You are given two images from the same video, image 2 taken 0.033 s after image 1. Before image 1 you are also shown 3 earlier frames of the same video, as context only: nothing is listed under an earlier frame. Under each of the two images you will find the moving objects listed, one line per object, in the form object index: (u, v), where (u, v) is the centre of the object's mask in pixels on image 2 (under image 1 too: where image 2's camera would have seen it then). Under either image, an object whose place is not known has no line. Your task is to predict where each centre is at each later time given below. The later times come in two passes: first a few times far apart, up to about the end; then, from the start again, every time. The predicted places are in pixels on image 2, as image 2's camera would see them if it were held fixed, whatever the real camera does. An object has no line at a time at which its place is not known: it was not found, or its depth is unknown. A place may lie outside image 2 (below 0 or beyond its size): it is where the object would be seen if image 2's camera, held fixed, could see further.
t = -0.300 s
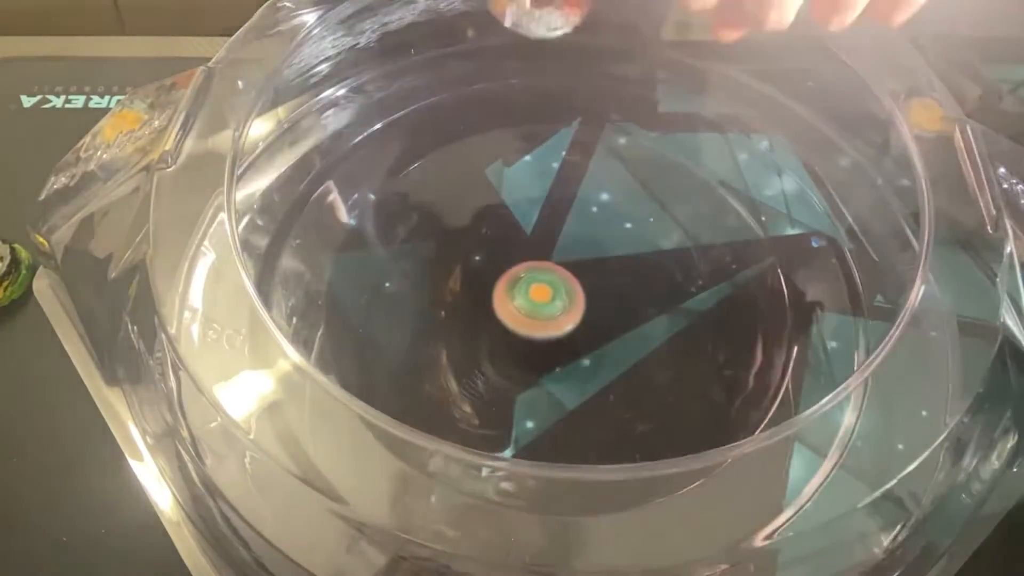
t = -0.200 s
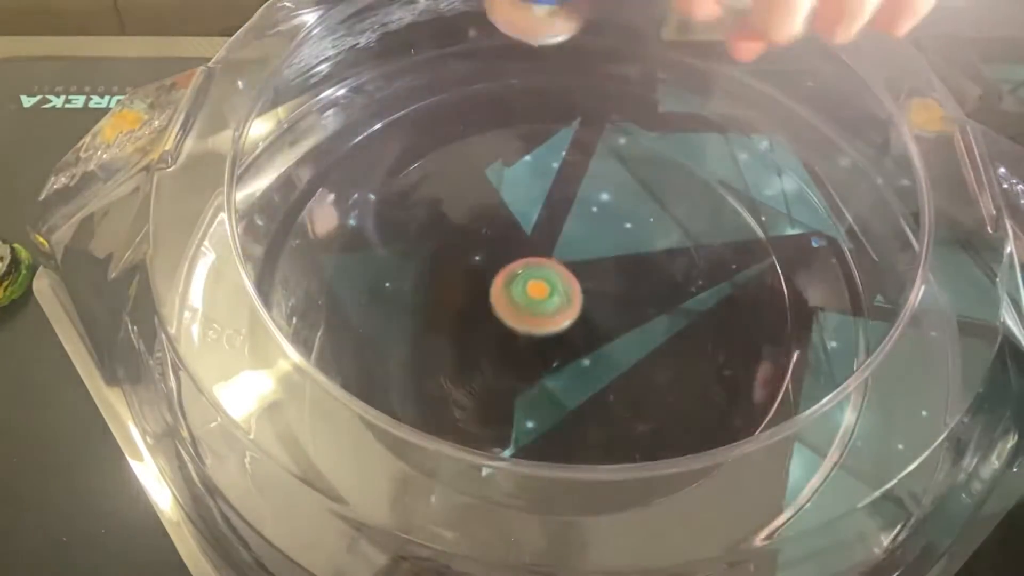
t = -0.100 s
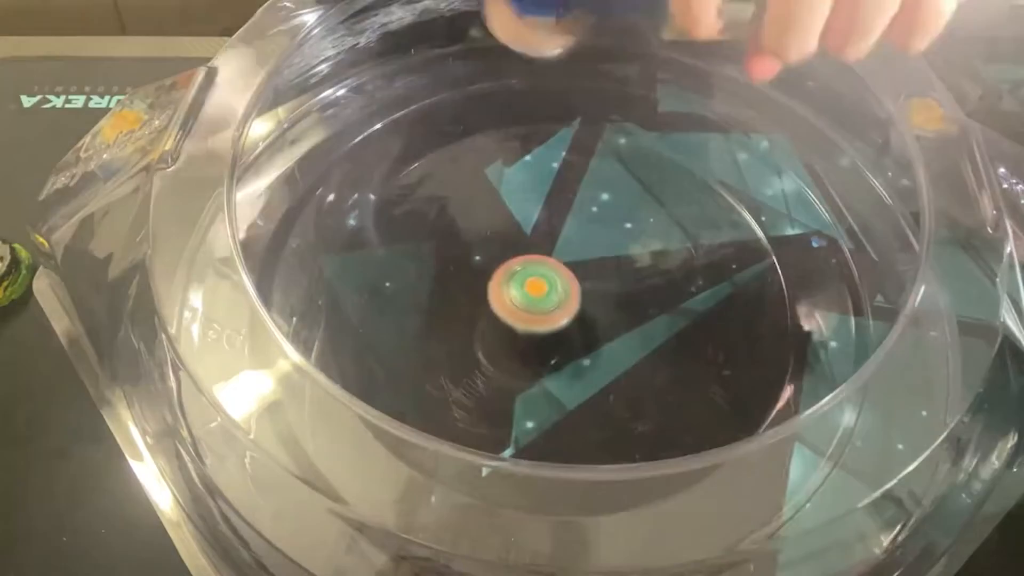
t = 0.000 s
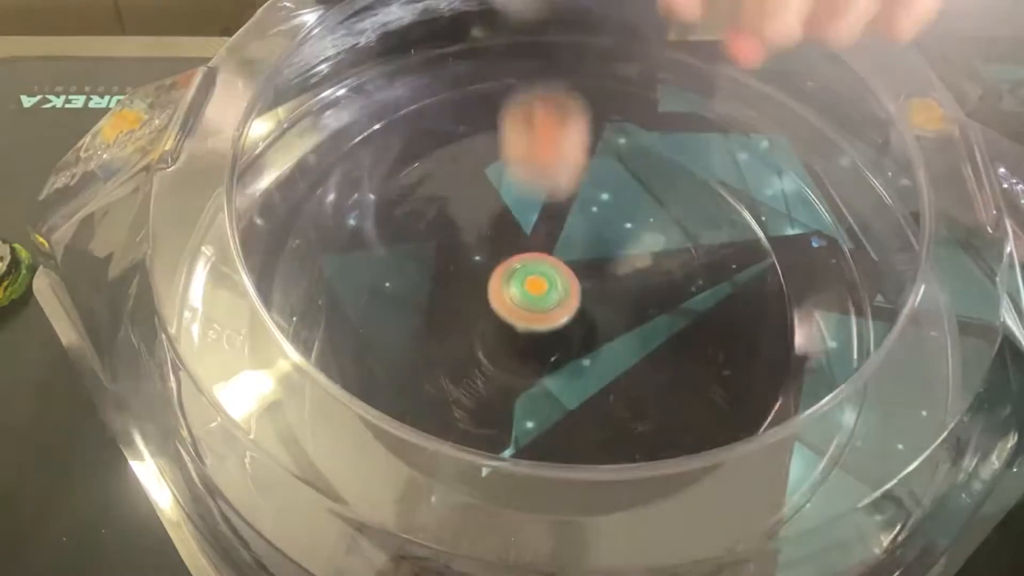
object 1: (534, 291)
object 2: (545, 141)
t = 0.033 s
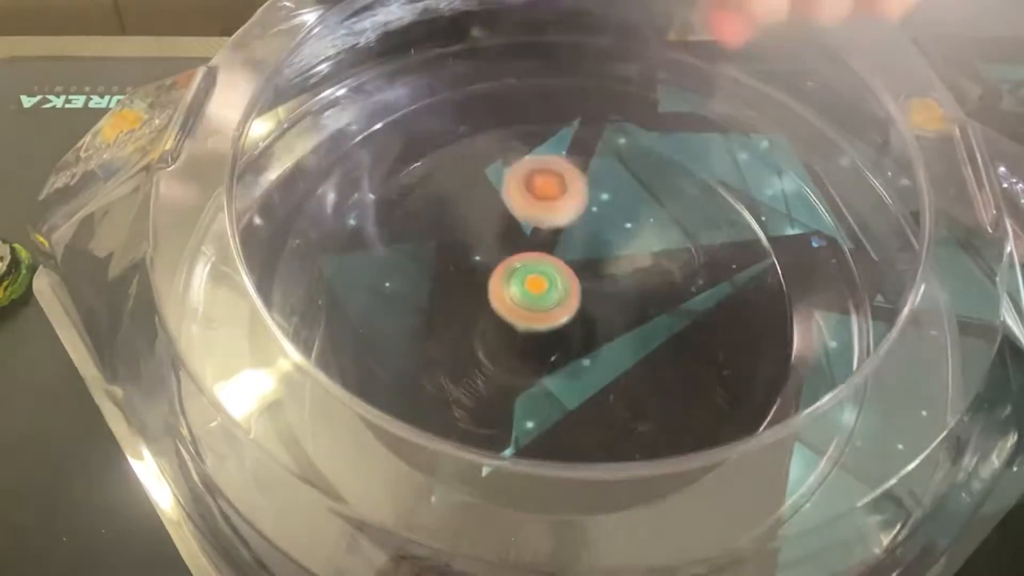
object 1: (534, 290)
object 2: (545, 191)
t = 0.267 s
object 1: (531, 345)
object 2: (602, 262)
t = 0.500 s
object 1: (567, 325)
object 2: (616, 243)
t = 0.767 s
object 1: (566, 293)
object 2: (464, 183)
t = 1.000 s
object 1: (548, 282)
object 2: (466, 369)
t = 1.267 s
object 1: (539, 286)
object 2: (800, 285)
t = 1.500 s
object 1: (545, 289)
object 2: (753, 121)
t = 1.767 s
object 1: (553, 280)
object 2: (534, 64)
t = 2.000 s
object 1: (554, 277)
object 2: (418, 108)
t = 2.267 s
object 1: (558, 280)
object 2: (435, 341)
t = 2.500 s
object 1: (564, 280)
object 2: (730, 416)
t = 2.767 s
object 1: (568, 284)
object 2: (860, 251)
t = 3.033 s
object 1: (570, 288)
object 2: (763, 185)
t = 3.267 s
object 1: (569, 294)
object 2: (573, 182)
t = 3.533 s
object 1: (567, 296)
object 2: (435, 359)
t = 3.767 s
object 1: (563, 299)
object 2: (637, 452)
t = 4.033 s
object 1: (558, 301)
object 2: (730, 275)
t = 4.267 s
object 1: (550, 300)
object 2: (523, 180)
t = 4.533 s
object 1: (547, 298)
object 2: (359, 323)
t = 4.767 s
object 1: (545, 293)
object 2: (509, 454)
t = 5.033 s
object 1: (544, 288)
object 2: (698, 317)
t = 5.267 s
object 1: (547, 285)
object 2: (579, 156)
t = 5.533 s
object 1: (553, 280)
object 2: (395, 192)
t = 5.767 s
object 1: (556, 280)
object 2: (416, 351)
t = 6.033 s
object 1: (561, 280)
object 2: (667, 353)
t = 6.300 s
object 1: (564, 285)
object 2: (667, 179)
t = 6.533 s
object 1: (569, 290)
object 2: (516, 153)
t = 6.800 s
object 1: (568, 293)
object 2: (445, 311)
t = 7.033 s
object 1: (564, 297)
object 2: (623, 395)
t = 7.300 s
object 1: (559, 299)
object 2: (719, 269)
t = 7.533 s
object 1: (555, 298)
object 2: (587, 193)
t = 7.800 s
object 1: (550, 296)
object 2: (443, 296)
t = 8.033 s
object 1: (548, 292)
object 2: (535, 409)
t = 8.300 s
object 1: (547, 287)
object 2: (671, 317)
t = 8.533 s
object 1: (549, 286)
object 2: (572, 211)
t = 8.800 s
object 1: (559, 289)
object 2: (427, 244)
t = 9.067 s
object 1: (564, 283)
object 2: (505, 364)
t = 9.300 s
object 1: (558, 280)
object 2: (651, 312)
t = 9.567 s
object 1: (562, 292)
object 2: (602, 203)
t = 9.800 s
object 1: (574, 296)
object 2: (489, 250)
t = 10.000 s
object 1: (578, 293)
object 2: (499, 342)
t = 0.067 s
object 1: (533, 290)
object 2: (548, 199)
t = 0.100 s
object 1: (534, 291)
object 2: (551, 218)
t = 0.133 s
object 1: (528, 306)
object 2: (562, 228)
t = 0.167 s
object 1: (522, 323)
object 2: (576, 245)
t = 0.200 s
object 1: (521, 334)
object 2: (586, 247)
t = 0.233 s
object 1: (523, 341)
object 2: (594, 250)
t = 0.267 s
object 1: (531, 345)
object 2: (602, 262)
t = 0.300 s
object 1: (541, 345)
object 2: (605, 268)
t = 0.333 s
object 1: (552, 342)
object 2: (608, 273)
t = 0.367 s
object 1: (556, 343)
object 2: (614, 275)
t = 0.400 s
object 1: (559, 341)
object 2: (618, 270)
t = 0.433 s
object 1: (565, 334)
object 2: (618, 264)
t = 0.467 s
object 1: (569, 327)
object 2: (617, 257)
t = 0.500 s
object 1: (567, 325)
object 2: (616, 243)
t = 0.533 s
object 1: (567, 321)
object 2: (611, 228)
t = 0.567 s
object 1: (569, 317)
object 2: (600, 213)
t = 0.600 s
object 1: (570, 313)
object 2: (586, 198)
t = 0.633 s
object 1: (571, 307)
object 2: (570, 188)
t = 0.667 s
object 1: (571, 304)
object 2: (547, 177)
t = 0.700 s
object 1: (570, 300)
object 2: (521, 174)
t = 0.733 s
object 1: (568, 296)
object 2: (492, 175)
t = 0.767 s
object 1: (566, 293)
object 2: (464, 183)
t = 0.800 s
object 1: (564, 291)
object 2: (440, 198)
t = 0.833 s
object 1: (562, 288)
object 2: (423, 218)
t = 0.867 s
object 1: (559, 286)
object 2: (411, 246)
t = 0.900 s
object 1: (556, 284)
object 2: (408, 277)
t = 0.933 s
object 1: (554, 283)
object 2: (417, 310)
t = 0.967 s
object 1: (551, 283)
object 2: (437, 343)
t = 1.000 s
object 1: (548, 282)
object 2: (466, 369)
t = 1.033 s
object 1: (547, 282)
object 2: (507, 391)
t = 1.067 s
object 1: (544, 282)
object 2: (558, 405)
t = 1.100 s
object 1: (543, 283)
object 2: (610, 408)
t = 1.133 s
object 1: (541, 284)
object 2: (663, 399)
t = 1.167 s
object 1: (540, 284)
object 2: (709, 381)
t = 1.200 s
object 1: (539, 285)
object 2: (746, 356)
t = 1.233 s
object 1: (539, 286)
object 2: (778, 323)
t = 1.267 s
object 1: (539, 286)
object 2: (800, 285)
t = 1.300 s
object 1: (539, 287)
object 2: (808, 253)
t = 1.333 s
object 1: (539, 288)
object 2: (817, 220)
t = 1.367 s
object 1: (540, 288)
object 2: (826, 190)
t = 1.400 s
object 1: (541, 289)
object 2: (820, 165)
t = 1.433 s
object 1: (542, 289)
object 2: (799, 151)
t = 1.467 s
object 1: (543, 289)
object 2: (776, 134)
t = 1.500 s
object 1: (545, 289)
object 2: (753, 121)
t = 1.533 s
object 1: (546, 288)
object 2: (733, 107)
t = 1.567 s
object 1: (548, 287)
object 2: (711, 94)
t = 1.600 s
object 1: (549, 286)
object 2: (685, 82)
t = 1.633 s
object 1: (551, 285)
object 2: (657, 73)
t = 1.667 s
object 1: (551, 284)
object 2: (625, 66)
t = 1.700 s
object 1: (552, 282)
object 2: (593, 63)
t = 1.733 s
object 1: (553, 281)
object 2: (563, 63)
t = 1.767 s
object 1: (553, 280)
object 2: (534, 64)
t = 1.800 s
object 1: (554, 280)
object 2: (508, 66)
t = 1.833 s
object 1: (554, 279)
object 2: (486, 69)
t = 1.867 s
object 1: (554, 278)
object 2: (466, 73)
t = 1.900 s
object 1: (554, 278)
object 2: (450, 79)
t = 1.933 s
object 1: (554, 277)
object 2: (436, 87)
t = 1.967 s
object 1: (554, 277)
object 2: (425, 97)
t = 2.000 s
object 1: (554, 277)
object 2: (418, 108)
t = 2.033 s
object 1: (554, 277)
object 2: (413, 123)
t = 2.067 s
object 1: (554, 277)
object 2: (410, 143)
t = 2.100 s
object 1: (555, 277)
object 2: (407, 167)
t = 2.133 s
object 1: (555, 278)
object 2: (406, 197)
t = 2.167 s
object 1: (555, 277)
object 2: (407, 229)
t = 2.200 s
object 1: (556, 279)
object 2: (409, 266)
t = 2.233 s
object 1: (557, 280)
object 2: (418, 304)
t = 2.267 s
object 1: (558, 280)
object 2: (435, 341)
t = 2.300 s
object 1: (560, 280)
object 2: (460, 375)
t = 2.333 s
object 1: (561, 280)
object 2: (499, 403)
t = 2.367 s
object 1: (562, 280)
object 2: (543, 422)
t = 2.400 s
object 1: (563, 280)
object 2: (594, 438)
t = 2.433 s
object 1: (563, 280)
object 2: (644, 438)
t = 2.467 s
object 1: (564, 281)
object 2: (689, 431)
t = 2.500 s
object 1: (564, 280)
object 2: (730, 416)
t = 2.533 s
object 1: (565, 280)
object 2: (763, 391)
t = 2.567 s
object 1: (565, 281)
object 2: (789, 362)
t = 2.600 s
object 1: (565, 281)
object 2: (811, 336)
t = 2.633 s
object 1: (566, 281)
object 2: (830, 313)
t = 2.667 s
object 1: (566, 282)
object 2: (846, 294)
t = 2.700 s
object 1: (567, 283)
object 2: (859, 278)
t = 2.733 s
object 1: (567, 283)
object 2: (867, 265)
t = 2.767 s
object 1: (568, 284)
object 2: (860, 251)
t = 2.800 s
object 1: (568, 285)
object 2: (845, 237)
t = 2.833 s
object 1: (569, 285)
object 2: (830, 223)
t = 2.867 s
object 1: (569, 286)
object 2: (818, 213)
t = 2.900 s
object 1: (570, 286)
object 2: (808, 204)
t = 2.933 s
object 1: (570, 287)
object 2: (799, 198)
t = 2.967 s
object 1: (571, 287)
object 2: (789, 193)
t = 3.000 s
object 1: (571, 288)
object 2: (777, 188)
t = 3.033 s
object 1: (570, 288)
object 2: (763, 185)
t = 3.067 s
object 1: (570, 289)
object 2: (746, 183)
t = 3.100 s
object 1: (570, 289)
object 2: (724, 182)
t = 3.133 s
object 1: (570, 290)
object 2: (698, 181)
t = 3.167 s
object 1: (569, 291)
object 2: (668, 180)
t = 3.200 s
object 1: (569, 292)
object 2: (637, 180)
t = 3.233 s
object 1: (569, 293)
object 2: (605, 180)
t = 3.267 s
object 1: (569, 294)
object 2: (573, 182)
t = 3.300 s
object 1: (569, 294)
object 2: (540, 189)
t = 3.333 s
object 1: (569, 295)
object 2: (510, 201)
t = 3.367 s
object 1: (568, 296)
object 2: (479, 220)
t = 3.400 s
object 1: (568, 296)
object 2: (458, 241)
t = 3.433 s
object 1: (568, 296)
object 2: (439, 268)
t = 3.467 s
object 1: (568, 296)
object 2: (429, 297)
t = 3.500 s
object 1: (568, 296)
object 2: (428, 327)
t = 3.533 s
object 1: (567, 296)
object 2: (435, 359)
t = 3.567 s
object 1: (567, 296)
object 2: (451, 385)
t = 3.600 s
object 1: (566, 297)
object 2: (472, 406)
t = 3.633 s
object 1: (566, 297)
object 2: (502, 429)
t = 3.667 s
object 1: (565, 297)
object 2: (533, 445)
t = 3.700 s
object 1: (564, 298)
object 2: (567, 455)
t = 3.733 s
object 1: (563, 298)
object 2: (603, 457)
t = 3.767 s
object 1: (563, 299)
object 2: (637, 452)
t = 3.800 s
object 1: (562, 300)
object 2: (668, 442)
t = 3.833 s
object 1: (562, 300)
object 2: (697, 425)
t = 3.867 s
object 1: (561, 301)
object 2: (720, 405)
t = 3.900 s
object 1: (560, 300)
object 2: (734, 382)
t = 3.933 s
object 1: (560, 300)
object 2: (743, 356)
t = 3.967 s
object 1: (560, 300)
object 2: (746, 328)
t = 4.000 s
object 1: (558, 301)
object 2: (742, 300)
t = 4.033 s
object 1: (558, 301)
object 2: (730, 275)
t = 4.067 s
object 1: (557, 300)
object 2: (713, 250)
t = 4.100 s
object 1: (556, 300)
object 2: (688, 230)
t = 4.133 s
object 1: (555, 300)
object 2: (660, 216)
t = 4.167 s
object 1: (554, 300)
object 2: (625, 198)
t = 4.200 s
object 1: (552, 299)
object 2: (597, 189)
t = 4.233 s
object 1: (551, 300)
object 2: (565, 181)
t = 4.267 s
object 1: (550, 300)
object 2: (523, 180)
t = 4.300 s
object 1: (550, 300)
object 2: (487, 184)
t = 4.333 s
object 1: (549, 300)
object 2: (457, 193)
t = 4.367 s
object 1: (548, 300)
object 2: (429, 207)
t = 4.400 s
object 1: (548, 299)
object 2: (405, 225)
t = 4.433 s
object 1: (548, 299)
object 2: (385, 245)
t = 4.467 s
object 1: (548, 299)
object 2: (368, 270)
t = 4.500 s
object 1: (547, 298)
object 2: (361, 295)
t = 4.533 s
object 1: (547, 298)
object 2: (359, 323)
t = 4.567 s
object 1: (547, 297)
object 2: (364, 346)
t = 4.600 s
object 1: (546, 296)
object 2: (377, 367)
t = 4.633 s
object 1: (546, 296)
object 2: (393, 395)
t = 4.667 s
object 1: (546, 295)
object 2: (413, 416)
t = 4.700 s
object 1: (546, 294)
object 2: (441, 434)
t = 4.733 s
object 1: (546, 294)
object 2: (474, 447)
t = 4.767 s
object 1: (545, 293)
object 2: (509, 454)
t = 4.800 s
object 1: (545, 292)
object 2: (545, 455)
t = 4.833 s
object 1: (545, 291)
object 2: (582, 449)
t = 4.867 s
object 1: (545, 291)
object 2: (613, 436)
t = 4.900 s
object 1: (544, 290)
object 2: (641, 417)
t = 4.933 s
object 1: (544, 289)
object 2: (665, 397)
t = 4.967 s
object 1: (544, 289)
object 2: (681, 375)
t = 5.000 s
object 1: (544, 288)
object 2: (693, 348)
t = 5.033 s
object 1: (544, 288)
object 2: (698, 317)
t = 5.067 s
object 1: (545, 288)
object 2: (696, 288)
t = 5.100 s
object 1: (545, 287)
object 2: (688, 260)
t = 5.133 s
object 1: (545, 287)
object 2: (675, 233)
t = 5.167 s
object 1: (546, 286)
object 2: (656, 207)
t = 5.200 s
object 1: (546, 286)
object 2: (633, 187)
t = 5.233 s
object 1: (547, 286)
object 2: (608, 170)
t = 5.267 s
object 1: (547, 285)
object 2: (579, 156)
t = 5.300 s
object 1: (548, 284)
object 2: (552, 148)
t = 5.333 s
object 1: (549, 284)
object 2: (525, 144)
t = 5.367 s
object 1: (550, 283)
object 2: (497, 144)
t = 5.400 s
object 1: (551, 283)
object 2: (474, 147)
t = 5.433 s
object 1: (552, 282)
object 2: (452, 154)
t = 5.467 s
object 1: (552, 282)
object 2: (430, 164)
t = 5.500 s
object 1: (553, 281)
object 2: (410, 176)
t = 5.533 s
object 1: (553, 280)
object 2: (395, 192)
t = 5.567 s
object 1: (554, 280)
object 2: (382, 211)
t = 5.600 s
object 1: (555, 280)
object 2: (374, 234)
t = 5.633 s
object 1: (555, 280)
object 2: (370, 258)
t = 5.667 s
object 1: (555, 279)
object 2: (372, 282)
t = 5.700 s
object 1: (556, 279)
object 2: (381, 307)
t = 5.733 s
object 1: (556, 279)
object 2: (397, 331)
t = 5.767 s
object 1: (556, 280)
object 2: (416, 351)
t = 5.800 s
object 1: (557, 280)
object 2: (442, 370)
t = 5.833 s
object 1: (557, 280)
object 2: (472, 384)
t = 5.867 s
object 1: (558, 280)
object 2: (502, 392)
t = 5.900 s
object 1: (559, 280)
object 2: (538, 397)
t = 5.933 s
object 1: (560, 281)
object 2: (576, 395)
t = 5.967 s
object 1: (561, 280)
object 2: (609, 388)
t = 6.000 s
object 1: (561, 281)
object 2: (640, 373)
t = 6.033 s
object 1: (561, 280)
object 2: (667, 353)
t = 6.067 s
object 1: (561, 281)
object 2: (686, 331)
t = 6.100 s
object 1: (562, 281)
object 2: (699, 306)
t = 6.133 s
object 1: (562, 282)
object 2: (706, 281)
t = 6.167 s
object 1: (562, 283)
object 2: (706, 256)
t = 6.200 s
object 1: (562, 283)
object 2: (702, 233)
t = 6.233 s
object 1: (563, 284)
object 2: (693, 213)
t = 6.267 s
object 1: (564, 285)
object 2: (681, 195)
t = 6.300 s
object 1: (564, 285)
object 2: (667, 179)
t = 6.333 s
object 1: (565, 286)
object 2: (649, 165)
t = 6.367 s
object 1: (566, 287)
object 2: (629, 154)
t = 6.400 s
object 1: (567, 288)
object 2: (608, 147)
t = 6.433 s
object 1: (567, 288)
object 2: (585, 143)
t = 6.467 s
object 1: (568, 289)
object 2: (563, 142)
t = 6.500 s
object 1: (568, 289)
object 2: (540, 145)
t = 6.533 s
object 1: (569, 290)
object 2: (516, 153)
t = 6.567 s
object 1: (569, 290)
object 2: (494, 164)
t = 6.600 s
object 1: (569, 290)
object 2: (476, 178)
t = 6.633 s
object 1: (569, 291)
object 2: (460, 195)
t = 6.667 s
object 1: (569, 291)
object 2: (448, 215)
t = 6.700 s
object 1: (568, 291)
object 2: (441, 237)
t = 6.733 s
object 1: (568, 292)
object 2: (437, 261)
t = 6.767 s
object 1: (568, 293)
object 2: (438, 286)
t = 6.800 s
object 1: (568, 293)
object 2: (445, 311)
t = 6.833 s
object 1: (567, 294)
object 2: (460, 335)
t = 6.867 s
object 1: (567, 294)
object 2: (479, 357)
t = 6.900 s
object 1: (566, 294)
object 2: (504, 375)
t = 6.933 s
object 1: (566, 295)
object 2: (533, 389)
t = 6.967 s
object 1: (565, 296)
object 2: (564, 397)
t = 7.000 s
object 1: (565, 296)
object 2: (593, 399)
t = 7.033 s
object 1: (564, 297)
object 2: (623, 395)
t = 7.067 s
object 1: (564, 297)
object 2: (649, 388)
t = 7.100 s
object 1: (563, 297)
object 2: (673, 377)
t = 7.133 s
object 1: (562, 298)
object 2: (692, 364)
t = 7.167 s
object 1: (561, 298)
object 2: (706, 347)
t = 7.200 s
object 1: (560, 298)
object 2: (716, 328)
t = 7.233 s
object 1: (560, 299)
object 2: (723, 308)
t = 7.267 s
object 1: (560, 299)
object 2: (726, 287)
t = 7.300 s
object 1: (559, 299)
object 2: (719, 269)
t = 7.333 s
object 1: (559, 299)
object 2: (710, 250)
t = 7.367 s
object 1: (558, 299)
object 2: (697, 234)
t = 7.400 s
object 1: (558, 299)
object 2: (678, 219)
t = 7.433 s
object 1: (557, 299)
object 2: (658, 208)
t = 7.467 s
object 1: (557, 299)
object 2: (634, 199)
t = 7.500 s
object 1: (556, 299)
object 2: (611, 194)
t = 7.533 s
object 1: (555, 298)
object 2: (587, 193)
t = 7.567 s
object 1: (555, 298)
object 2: (564, 194)
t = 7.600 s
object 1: (554, 298)
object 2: (538, 201)
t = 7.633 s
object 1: (553, 298)
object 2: (515, 210)
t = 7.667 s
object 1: (553, 298)
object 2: (493, 222)
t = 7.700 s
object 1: (552, 297)
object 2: (474, 237)
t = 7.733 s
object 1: (552, 297)
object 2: (459, 255)
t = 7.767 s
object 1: (551, 296)
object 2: (449, 274)
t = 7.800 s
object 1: (550, 296)
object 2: (443, 296)
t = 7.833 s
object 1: (550, 295)
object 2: (444, 316)
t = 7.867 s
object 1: (549, 295)
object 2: (448, 336)
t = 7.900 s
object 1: (549, 294)
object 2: (458, 356)
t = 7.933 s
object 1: (549, 294)
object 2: (472, 373)
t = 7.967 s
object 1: (549, 293)
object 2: (489, 388)
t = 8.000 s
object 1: (548, 293)
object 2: (510, 400)
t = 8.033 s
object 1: (548, 292)
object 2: (535, 409)
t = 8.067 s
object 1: (548, 291)
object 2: (561, 413)
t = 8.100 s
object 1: (547, 291)
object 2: (588, 412)
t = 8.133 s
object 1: (547, 290)
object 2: (612, 404)
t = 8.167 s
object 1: (547, 290)
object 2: (633, 392)
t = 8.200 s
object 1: (547, 289)
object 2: (652, 376)
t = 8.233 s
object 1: (547, 288)
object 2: (663, 358)
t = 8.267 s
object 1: (547, 288)
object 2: (670, 339)
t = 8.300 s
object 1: (547, 287)
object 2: (671, 317)
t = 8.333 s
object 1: (547, 287)
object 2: (669, 296)
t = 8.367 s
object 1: (547, 287)
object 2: (661, 277)
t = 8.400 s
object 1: (547, 287)
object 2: (649, 260)
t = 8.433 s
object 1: (547, 287)
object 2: (634, 244)
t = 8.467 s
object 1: (548, 286)
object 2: (615, 231)
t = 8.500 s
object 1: (548, 286)
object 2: (592, 219)
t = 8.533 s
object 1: (549, 286)
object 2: (572, 211)
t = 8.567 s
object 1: (549, 288)
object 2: (551, 203)
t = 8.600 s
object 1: (550, 289)
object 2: (529, 200)
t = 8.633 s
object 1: (551, 290)
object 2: (507, 201)
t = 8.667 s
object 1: (552, 290)
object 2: (486, 204)
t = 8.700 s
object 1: (554, 290)
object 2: (467, 210)
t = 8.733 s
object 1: (556, 290)
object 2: (451, 219)
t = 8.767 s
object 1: (557, 290)
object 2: (437, 231)
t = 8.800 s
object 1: (559, 289)
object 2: (427, 244)
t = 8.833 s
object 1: (560, 289)
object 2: (417, 261)
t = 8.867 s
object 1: (562, 288)
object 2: (414, 278)
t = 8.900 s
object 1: (563, 287)
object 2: (418, 297)
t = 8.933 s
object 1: (563, 286)
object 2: (427, 315)
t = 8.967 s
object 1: (564, 285)
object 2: (442, 331)
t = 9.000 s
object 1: (564, 284)
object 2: (461, 346)
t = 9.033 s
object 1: (564, 283)
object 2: (481, 357)
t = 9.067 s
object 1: (564, 283)
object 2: (505, 364)
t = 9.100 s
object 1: (564, 282)
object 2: (531, 367)
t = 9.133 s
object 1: (563, 281)
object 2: (554, 366)
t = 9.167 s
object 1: (562, 280)
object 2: (578, 361)
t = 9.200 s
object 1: (561, 280)
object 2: (603, 350)
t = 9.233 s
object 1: (559, 278)
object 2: (621, 339)
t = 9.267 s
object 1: (559, 279)
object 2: (639, 327)
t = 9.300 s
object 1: (558, 280)
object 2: (651, 312)
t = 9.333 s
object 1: (558, 281)
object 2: (659, 295)
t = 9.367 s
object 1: (557, 283)
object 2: (661, 279)
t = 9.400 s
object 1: (557, 285)
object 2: (660, 263)
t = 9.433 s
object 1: (558, 286)
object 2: (655, 248)
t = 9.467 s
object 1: (558, 288)
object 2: (647, 235)
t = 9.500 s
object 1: (559, 290)
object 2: (635, 222)
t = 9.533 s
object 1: (561, 291)
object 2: (620, 212)
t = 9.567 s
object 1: (562, 292)
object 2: (602, 203)
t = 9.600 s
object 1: (563, 293)
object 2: (583, 199)
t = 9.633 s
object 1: (564, 294)
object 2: (562, 199)
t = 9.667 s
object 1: (565, 294)
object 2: (543, 204)
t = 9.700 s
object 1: (567, 294)
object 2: (527, 213)
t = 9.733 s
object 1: (568, 295)
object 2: (513, 225)
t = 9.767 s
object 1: (569, 295)
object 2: (501, 239)
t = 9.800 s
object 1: (574, 296)
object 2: (489, 250)
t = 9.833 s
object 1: (577, 299)
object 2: (479, 263)
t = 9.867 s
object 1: (578, 299)
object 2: (473, 277)
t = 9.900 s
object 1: (578, 298)
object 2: (473, 295)
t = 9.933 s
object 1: (578, 296)
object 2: (477, 312)
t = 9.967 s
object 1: (578, 295)
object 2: (486, 328)
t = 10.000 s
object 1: (578, 293)
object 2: (499, 342)
